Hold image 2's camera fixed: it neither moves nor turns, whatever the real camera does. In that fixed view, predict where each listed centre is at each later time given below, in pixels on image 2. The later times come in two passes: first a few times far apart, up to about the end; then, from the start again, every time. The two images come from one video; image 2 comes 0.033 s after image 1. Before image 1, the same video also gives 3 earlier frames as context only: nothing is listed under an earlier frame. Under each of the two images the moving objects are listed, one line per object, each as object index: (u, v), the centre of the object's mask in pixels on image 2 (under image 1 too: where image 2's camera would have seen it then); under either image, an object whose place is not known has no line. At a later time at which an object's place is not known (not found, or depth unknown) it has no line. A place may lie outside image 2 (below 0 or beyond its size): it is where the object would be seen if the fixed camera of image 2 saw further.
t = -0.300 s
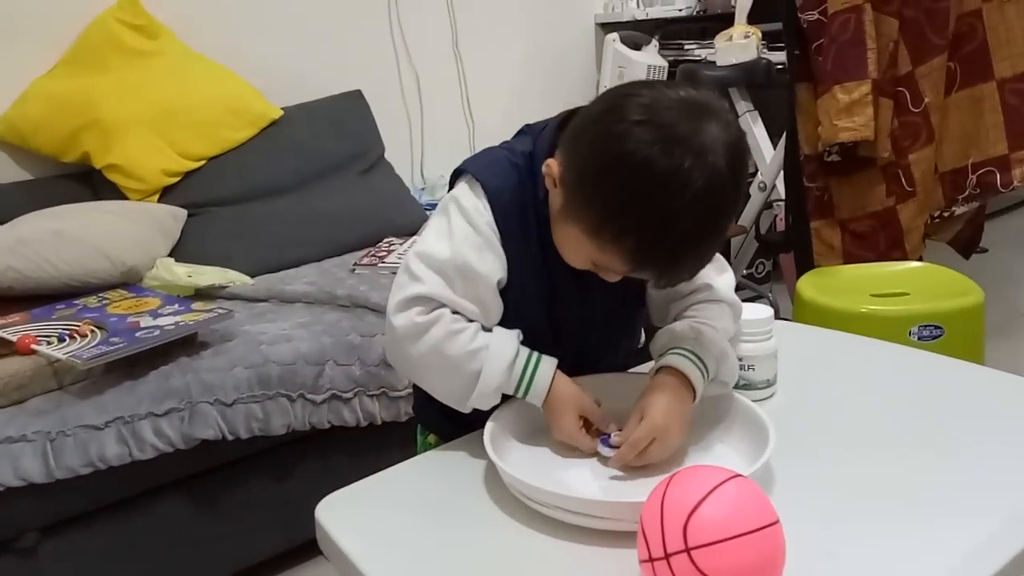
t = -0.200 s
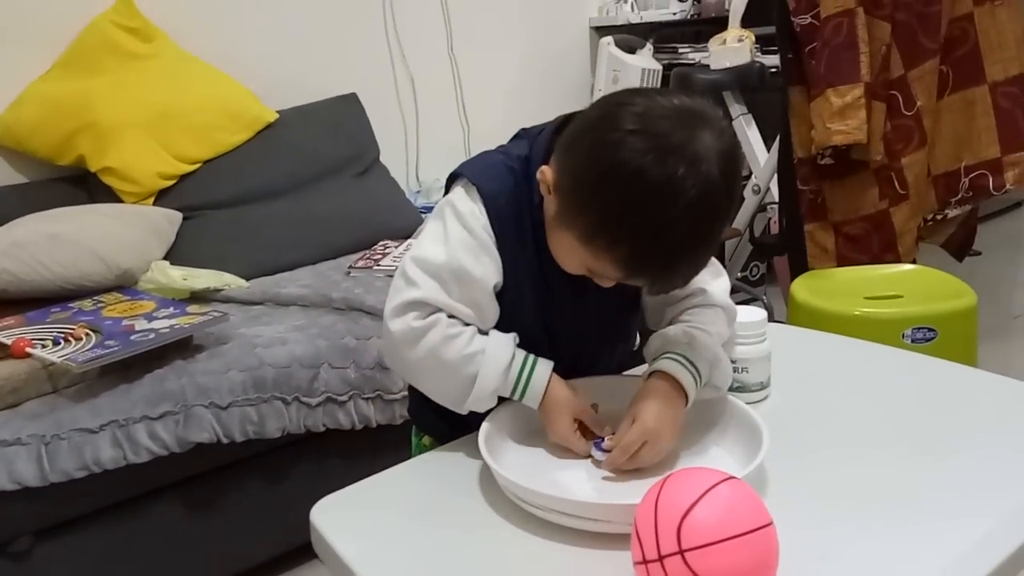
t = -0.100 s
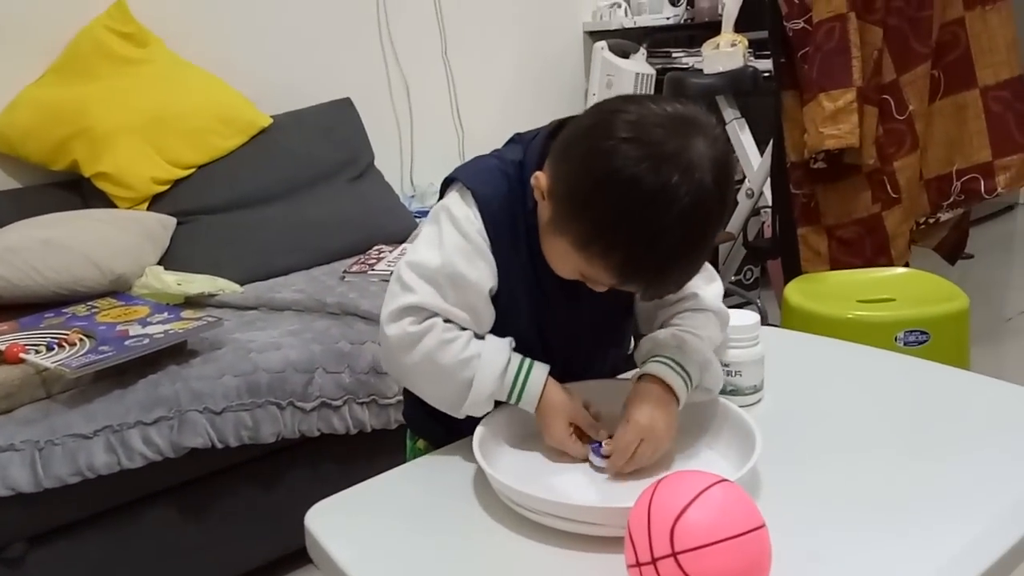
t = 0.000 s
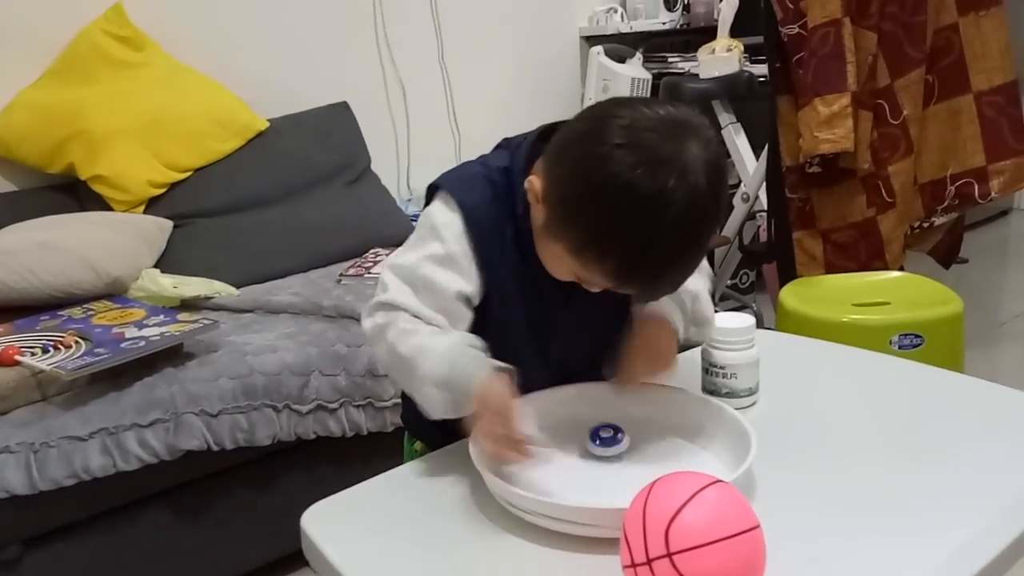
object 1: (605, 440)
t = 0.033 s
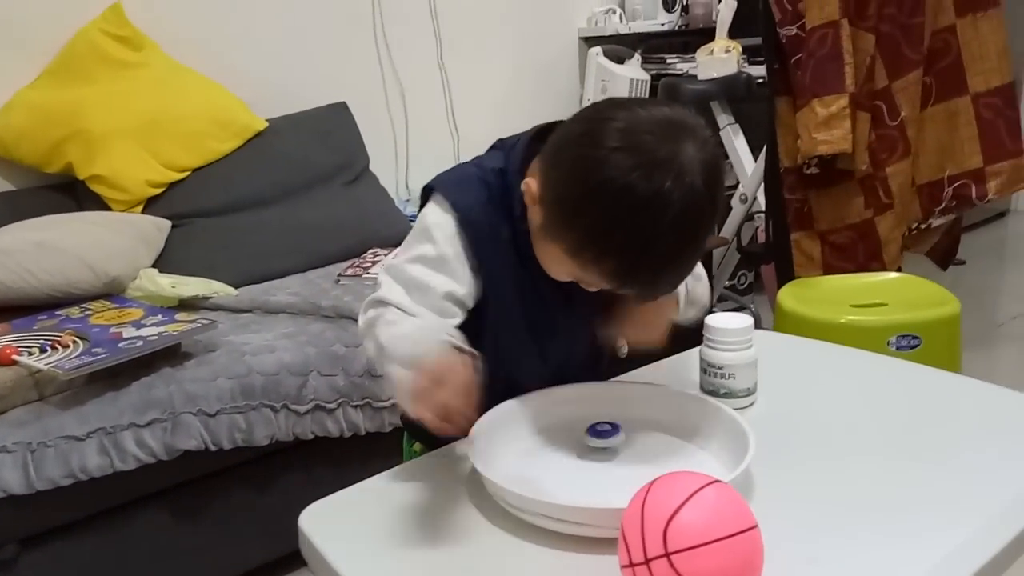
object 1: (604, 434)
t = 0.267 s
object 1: (593, 422)
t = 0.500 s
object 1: (585, 424)
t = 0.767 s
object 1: (588, 425)
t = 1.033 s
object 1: (590, 423)
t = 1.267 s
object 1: (582, 423)
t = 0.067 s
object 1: (601, 431)
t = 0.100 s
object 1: (600, 428)
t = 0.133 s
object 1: (599, 426)
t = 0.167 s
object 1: (597, 424)
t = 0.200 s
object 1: (596, 423)
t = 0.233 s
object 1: (595, 423)
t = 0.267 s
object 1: (593, 422)
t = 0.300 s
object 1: (592, 422)
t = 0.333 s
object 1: (590, 422)
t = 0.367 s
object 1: (590, 423)
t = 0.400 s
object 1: (588, 423)
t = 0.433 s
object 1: (586, 422)
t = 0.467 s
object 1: (586, 423)
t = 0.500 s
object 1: (585, 424)
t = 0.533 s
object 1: (585, 424)
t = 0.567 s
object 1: (584, 424)
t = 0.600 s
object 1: (585, 424)
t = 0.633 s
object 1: (585, 425)
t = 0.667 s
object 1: (586, 425)
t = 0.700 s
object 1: (587, 425)
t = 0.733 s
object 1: (588, 425)
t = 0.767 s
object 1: (588, 425)
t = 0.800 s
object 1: (589, 425)
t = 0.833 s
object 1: (591, 425)
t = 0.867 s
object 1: (590, 425)
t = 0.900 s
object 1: (590, 424)
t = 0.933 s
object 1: (591, 424)
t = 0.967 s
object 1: (590, 423)
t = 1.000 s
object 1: (590, 423)
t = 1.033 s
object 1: (590, 423)
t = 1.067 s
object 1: (589, 422)
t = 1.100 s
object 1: (588, 422)
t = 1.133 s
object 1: (587, 422)
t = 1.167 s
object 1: (586, 422)
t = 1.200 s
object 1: (584, 422)
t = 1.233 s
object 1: (583, 422)
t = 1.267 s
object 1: (582, 423)
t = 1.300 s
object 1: (581, 422)
